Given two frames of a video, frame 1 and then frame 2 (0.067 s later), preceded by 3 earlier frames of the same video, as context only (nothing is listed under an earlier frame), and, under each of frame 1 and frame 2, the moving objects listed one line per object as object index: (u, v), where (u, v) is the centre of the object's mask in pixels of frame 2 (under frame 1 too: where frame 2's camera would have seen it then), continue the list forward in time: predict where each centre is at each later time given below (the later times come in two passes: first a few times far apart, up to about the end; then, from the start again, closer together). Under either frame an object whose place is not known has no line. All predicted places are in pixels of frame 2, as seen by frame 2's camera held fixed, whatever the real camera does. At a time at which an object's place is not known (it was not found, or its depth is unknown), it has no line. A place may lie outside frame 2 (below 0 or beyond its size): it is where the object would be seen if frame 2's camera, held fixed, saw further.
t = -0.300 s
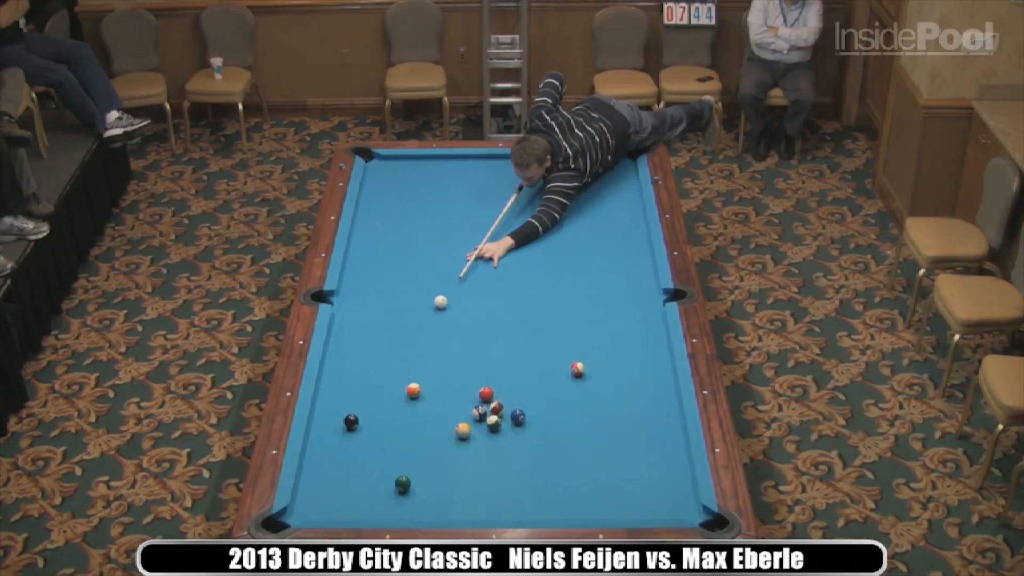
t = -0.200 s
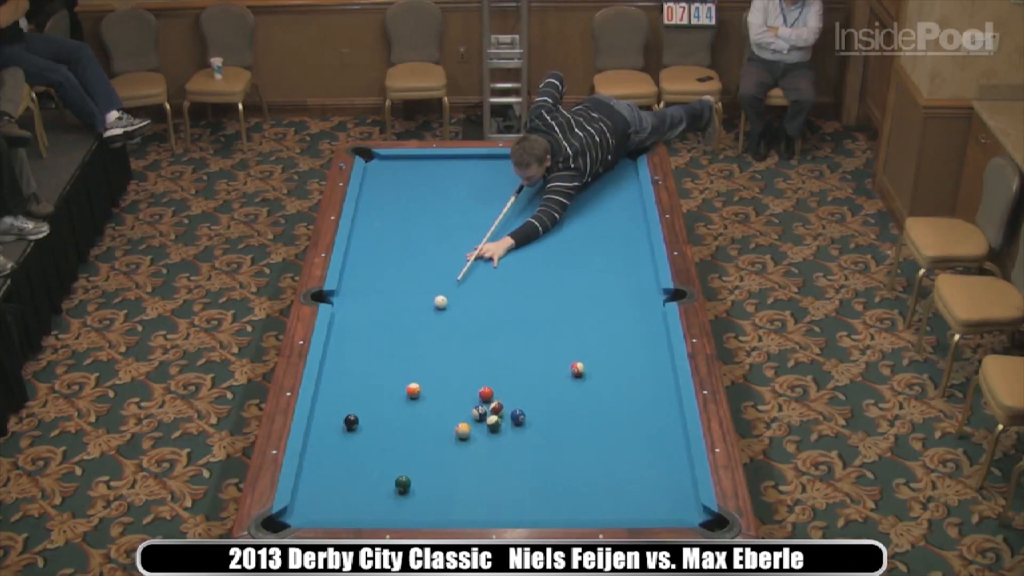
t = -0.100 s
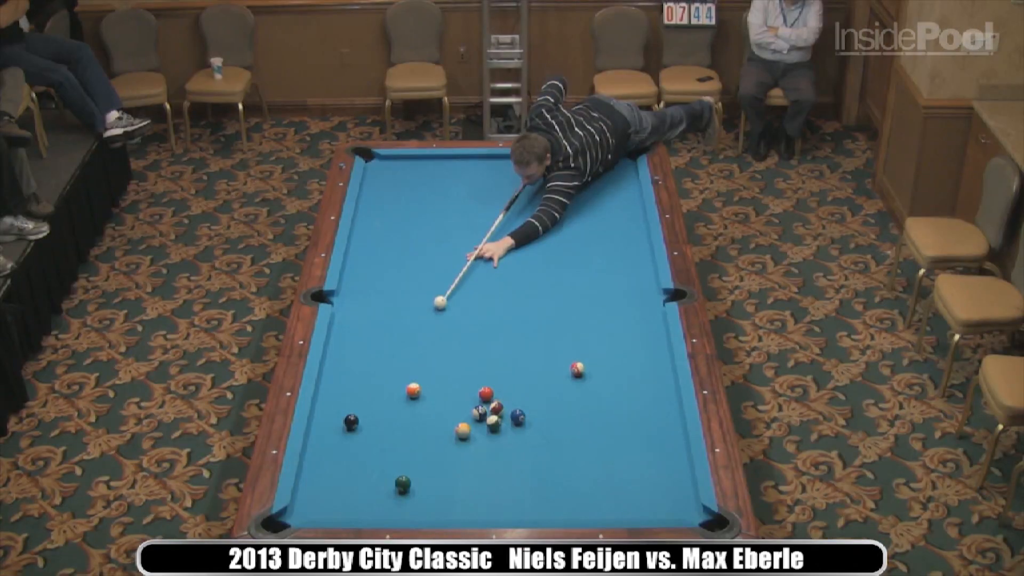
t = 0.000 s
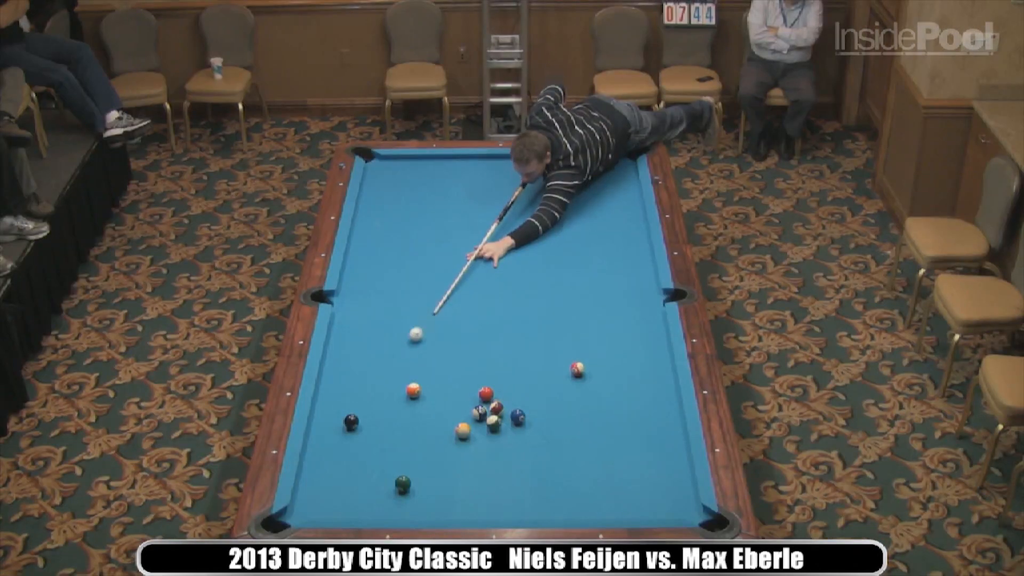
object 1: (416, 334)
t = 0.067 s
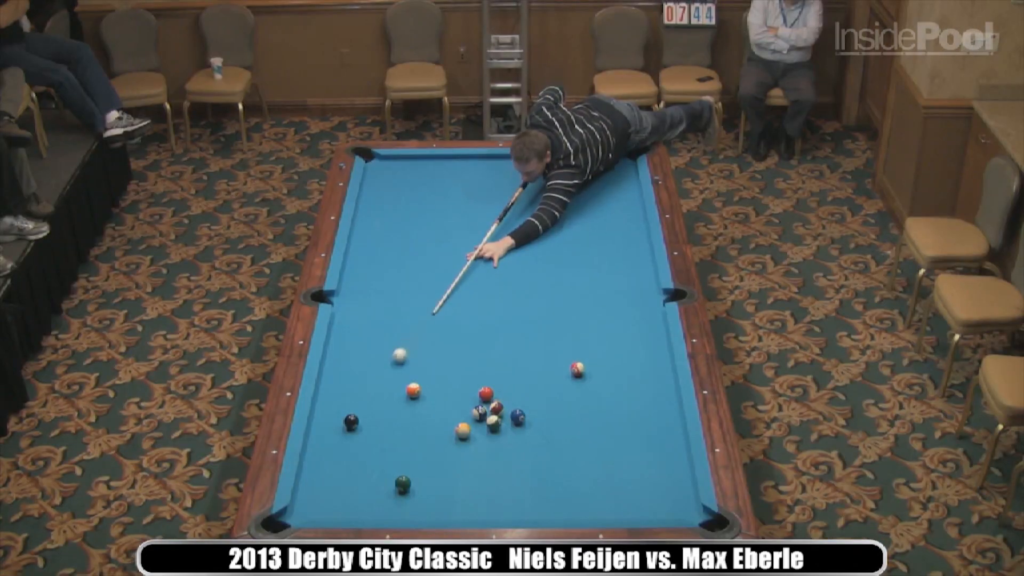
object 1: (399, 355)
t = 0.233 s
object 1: (361, 405)
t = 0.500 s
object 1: (345, 412)
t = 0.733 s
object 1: (337, 412)
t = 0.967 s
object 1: (329, 412)
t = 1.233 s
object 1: (322, 412)
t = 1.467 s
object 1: (317, 411)
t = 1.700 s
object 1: (319, 411)
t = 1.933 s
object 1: (321, 411)
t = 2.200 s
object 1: (322, 411)
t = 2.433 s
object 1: (322, 411)
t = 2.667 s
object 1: (322, 411)
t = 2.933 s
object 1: (322, 411)
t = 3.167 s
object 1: (322, 411)
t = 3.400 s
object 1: (322, 411)
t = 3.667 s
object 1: (322, 411)
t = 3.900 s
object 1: (322, 411)
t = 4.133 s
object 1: (322, 411)
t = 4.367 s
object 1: (322, 411)
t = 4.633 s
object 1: (322, 411)
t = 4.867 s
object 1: (322, 411)
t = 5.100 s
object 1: (322, 411)
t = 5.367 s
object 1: (322, 411)
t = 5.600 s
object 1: (322, 411)
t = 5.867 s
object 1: (322, 411)
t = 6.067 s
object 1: (322, 411)
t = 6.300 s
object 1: (322, 411)
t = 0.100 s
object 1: (392, 366)
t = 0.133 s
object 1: (384, 376)
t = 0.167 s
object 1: (376, 386)
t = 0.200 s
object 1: (369, 396)
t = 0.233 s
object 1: (361, 405)
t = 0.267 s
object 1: (356, 412)
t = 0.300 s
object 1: (354, 412)
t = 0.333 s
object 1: (353, 412)
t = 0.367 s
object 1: (351, 412)
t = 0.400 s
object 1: (350, 412)
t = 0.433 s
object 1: (348, 412)
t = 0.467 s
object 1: (347, 412)
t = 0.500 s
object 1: (345, 412)
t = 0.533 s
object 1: (344, 412)
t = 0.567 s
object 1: (343, 412)
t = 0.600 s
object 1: (342, 412)
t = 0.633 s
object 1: (341, 412)
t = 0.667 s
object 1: (340, 412)
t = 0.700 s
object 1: (338, 412)
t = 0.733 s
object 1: (337, 412)
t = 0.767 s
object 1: (336, 412)
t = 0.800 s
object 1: (335, 412)
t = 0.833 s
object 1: (334, 412)
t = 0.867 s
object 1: (332, 412)
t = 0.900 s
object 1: (332, 412)
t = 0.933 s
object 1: (330, 412)
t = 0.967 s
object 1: (329, 412)
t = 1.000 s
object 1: (328, 412)
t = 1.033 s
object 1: (327, 412)
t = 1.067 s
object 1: (326, 411)
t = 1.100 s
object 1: (325, 412)
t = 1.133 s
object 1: (325, 412)
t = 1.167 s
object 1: (324, 411)
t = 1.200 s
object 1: (323, 411)
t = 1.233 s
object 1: (322, 412)
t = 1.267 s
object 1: (321, 411)
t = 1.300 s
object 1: (320, 411)
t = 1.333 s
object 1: (320, 411)
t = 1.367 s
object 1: (319, 411)
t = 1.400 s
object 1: (318, 411)
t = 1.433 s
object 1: (317, 411)
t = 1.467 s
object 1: (317, 411)
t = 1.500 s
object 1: (317, 411)
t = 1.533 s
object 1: (317, 411)
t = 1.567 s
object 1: (318, 411)
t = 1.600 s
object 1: (318, 411)
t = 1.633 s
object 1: (319, 411)
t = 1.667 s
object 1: (319, 411)
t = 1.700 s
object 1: (319, 411)
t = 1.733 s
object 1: (320, 411)
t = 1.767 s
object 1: (320, 411)
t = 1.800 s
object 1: (320, 411)
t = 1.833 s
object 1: (321, 411)
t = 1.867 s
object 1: (321, 411)
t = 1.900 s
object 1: (321, 411)
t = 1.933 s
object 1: (321, 411)
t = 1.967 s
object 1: (322, 411)
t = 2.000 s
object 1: (322, 411)
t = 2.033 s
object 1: (322, 411)
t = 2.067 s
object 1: (322, 411)
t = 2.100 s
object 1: (322, 411)
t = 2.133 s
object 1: (322, 411)
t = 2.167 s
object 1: (322, 411)
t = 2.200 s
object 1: (322, 411)
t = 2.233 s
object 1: (322, 411)
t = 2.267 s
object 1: (322, 411)
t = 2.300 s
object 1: (322, 411)
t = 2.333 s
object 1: (322, 411)
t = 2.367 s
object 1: (322, 411)
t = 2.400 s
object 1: (322, 411)
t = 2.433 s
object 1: (322, 411)
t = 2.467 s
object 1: (322, 411)
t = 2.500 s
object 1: (322, 411)
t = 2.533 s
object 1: (322, 411)
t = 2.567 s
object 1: (322, 411)
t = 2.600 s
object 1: (322, 411)
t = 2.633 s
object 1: (322, 411)
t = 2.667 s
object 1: (322, 411)
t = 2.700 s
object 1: (322, 411)
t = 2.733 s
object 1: (322, 411)
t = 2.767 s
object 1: (322, 411)
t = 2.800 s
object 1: (322, 411)
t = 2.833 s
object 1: (322, 411)
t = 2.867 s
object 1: (322, 411)
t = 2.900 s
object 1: (322, 411)
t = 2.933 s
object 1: (322, 411)
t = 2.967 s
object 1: (322, 411)
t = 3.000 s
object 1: (322, 411)
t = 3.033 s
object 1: (322, 411)
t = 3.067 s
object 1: (322, 411)
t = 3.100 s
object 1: (322, 411)
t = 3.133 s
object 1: (322, 411)
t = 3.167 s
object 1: (322, 411)
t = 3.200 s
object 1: (322, 411)
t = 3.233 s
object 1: (322, 411)
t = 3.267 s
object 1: (322, 411)
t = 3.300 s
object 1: (322, 411)
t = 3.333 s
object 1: (322, 411)
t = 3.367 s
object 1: (322, 411)
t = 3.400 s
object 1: (322, 411)
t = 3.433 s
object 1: (322, 411)
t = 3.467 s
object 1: (322, 411)
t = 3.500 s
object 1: (322, 411)
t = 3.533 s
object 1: (322, 411)
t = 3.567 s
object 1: (322, 411)
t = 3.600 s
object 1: (322, 411)
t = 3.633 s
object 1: (322, 411)
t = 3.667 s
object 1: (322, 411)
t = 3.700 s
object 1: (322, 411)
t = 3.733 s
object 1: (322, 411)
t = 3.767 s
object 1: (322, 411)
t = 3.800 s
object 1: (323, 411)
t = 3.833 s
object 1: (322, 411)
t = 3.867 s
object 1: (322, 411)
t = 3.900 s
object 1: (322, 411)
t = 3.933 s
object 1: (322, 411)
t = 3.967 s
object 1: (322, 411)
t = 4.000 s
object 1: (322, 411)
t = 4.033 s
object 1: (322, 411)
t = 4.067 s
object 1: (322, 411)
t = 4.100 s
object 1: (322, 411)
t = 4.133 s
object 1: (322, 411)
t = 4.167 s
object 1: (322, 411)
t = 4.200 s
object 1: (322, 411)
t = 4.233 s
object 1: (322, 411)
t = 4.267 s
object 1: (322, 411)
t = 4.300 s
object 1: (322, 411)
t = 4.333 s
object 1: (322, 411)
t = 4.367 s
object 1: (322, 411)
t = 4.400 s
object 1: (322, 411)
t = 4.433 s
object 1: (322, 411)
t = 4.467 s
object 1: (322, 411)
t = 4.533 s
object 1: (322, 411)
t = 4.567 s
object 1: (322, 411)
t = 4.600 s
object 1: (322, 411)
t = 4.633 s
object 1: (322, 411)
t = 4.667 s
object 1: (322, 411)
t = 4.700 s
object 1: (322, 411)
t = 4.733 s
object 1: (322, 411)
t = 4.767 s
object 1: (322, 411)
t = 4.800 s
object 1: (322, 411)
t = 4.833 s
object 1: (322, 411)
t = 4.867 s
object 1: (322, 411)
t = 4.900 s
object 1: (322, 411)
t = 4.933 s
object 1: (322, 411)
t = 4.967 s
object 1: (322, 411)
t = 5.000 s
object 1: (322, 411)
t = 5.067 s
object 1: (322, 411)
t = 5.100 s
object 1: (322, 411)
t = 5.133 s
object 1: (322, 411)
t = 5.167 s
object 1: (322, 411)
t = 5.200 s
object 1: (322, 411)
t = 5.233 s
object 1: (322, 411)
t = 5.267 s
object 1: (322, 411)
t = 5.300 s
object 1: (322, 411)
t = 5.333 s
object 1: (322, 411)
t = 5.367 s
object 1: (322, 411)
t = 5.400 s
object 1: (322, 411)
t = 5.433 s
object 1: (322, 411)
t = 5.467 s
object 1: (322, 411)
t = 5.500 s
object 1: (322, 411)
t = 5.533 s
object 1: (322, 411)
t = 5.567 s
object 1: (322, 411)
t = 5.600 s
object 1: (322, 411)
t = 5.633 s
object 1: (322, 411)
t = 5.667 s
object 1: (322, 411)
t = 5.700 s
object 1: (322, 411)
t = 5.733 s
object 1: (322, 411)
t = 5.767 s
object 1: (322, 411)
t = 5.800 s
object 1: (322, 411)
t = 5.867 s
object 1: (322, 411)
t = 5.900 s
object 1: (322, 411)
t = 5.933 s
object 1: (322, 411)
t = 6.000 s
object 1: (322, 411)
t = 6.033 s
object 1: (322, 411)
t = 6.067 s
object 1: (322, 411)
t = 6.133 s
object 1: (322, 411)
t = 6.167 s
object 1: (322, 411)
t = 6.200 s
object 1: (322, 411)
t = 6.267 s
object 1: (322, 411)
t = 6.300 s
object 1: (322, 411)
